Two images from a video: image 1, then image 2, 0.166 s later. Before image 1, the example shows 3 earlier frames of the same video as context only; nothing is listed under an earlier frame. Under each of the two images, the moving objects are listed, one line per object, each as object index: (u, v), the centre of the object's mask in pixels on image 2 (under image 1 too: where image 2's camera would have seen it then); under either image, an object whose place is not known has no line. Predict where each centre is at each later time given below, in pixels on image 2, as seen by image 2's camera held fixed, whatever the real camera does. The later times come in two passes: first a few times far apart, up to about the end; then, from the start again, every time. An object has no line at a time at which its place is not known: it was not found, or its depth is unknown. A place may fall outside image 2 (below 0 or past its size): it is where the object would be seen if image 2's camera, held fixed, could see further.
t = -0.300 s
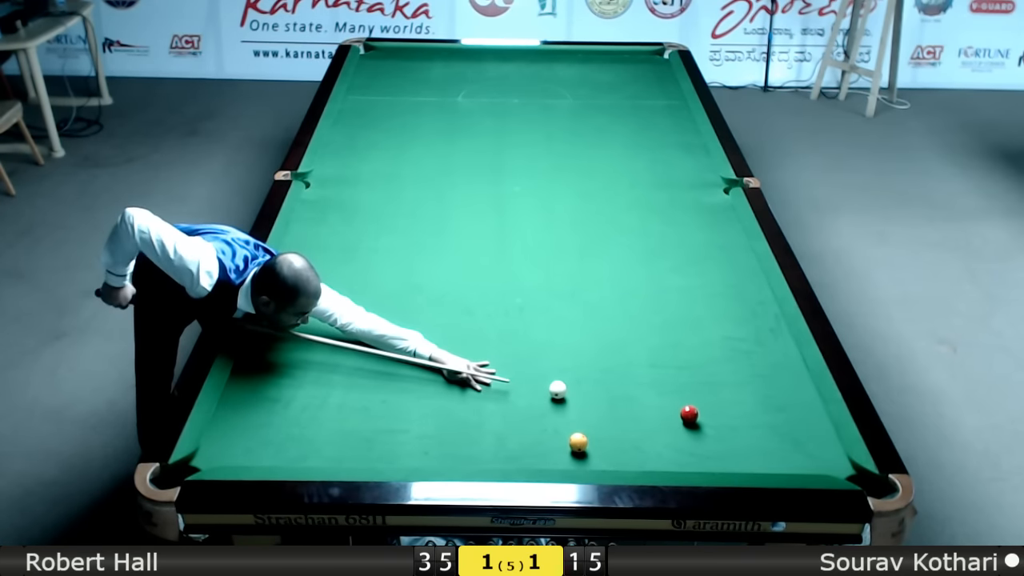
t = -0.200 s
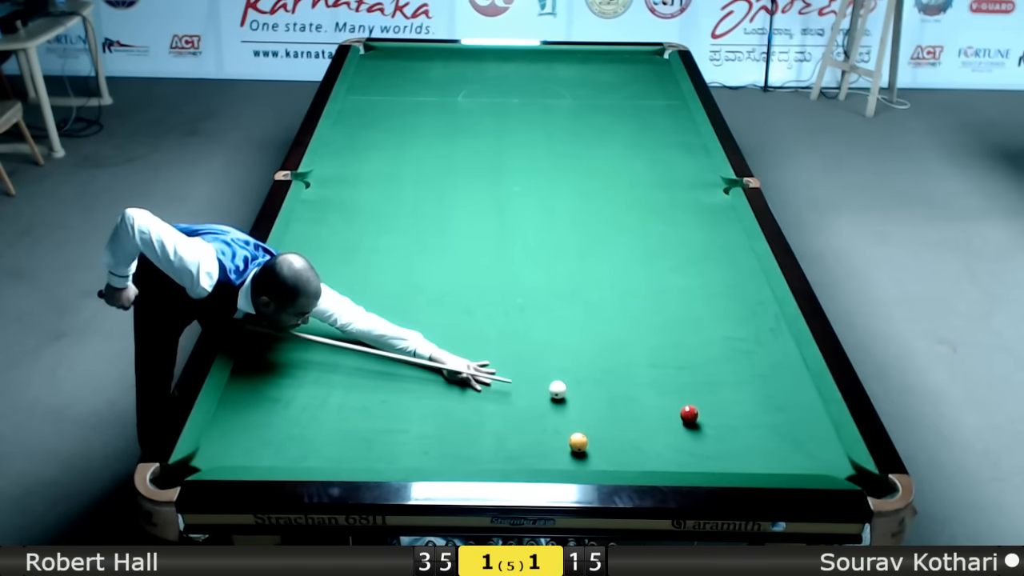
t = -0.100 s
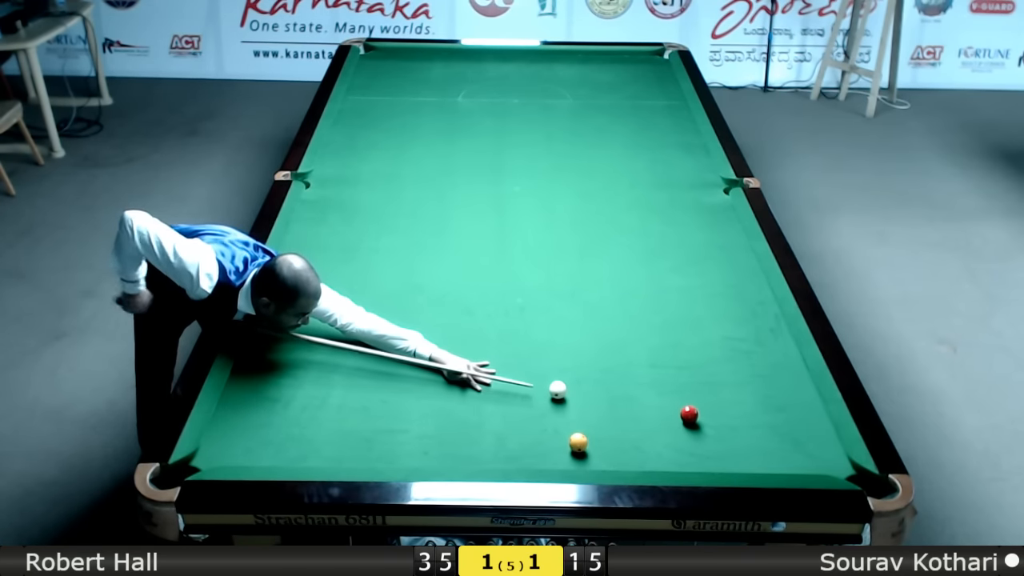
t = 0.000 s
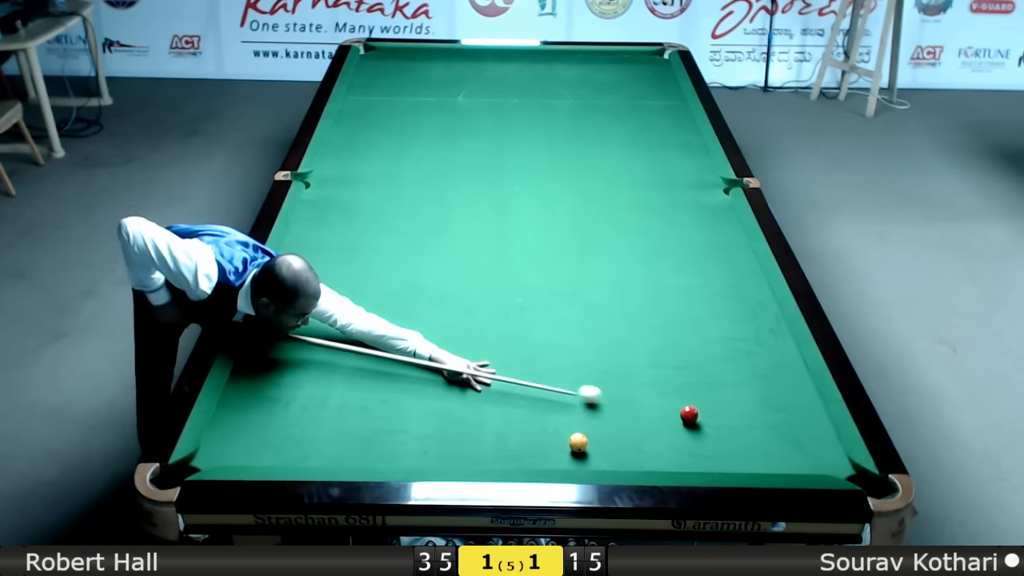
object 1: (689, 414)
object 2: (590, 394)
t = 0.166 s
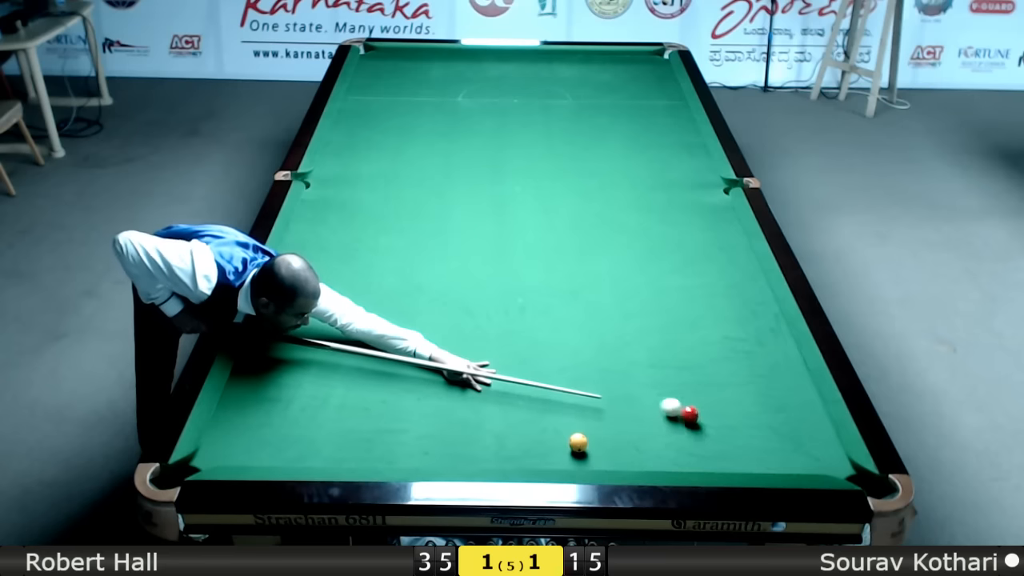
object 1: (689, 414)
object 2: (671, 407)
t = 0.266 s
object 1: (727, 427)
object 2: (683, 402)
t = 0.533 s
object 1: (811, 457)
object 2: (727, 394)
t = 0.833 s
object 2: (773, 385)
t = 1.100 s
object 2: (797, 380)
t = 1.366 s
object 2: (776, 379)
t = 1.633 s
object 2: (756, 378)
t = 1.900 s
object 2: (739, 378)
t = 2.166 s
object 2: (722, 377)
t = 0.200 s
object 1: (702, 418)
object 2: (675, 405)
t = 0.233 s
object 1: (715, 423)
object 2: (678, 403)
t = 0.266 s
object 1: (727, 427)
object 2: (683, 402)
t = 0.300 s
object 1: (738, 431)
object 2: (688, 400)
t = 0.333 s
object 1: (750, 435)
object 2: (693, 399)
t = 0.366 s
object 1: (760, 439)
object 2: (699, 398)
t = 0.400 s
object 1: (770, 443)
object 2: (705, 397)
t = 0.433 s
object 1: (780, 446)
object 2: (710, 396)
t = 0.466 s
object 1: (791, 450)
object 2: (716, 395)
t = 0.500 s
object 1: (801, 453)
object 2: (721, 395)
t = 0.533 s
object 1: (811, 457)
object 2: (727, 394)
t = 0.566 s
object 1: (821, 460)
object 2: (732, 393)
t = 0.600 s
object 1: (831, 465)
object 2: (737, 392)
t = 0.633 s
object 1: (842, 468)
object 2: (743, 391)
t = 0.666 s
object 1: (852, 472)
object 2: (748, 390)
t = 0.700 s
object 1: (860, 478)
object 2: (753, 389)
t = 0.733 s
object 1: (870, 488)
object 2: (758, 388)
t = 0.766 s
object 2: (763, 387)
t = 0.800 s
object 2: (768, 386)
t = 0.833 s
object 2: (773, 385)
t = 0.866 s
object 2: (778, 384)
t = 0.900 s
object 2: (783, 384)
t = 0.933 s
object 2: (788, 383)
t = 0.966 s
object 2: (793, 382)
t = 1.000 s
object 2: (797, 381)
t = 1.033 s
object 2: (802, 380)
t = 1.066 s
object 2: (801, 380)
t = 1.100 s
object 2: (797, 380)
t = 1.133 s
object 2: (794, 380)
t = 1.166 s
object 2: (791, 380)
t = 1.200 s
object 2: (788, 380)
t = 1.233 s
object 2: (786, 380)
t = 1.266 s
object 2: (783, 379)
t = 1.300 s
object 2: (780, 379)
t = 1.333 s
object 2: (778, 379)
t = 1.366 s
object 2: (776, 379)
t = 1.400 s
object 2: (773, 379)
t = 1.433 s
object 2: (770, 379)
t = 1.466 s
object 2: (768, 379)
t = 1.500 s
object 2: (765, 379)
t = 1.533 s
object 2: (763, 379)
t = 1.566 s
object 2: (761, 379)
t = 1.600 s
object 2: (758, 379)
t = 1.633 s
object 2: (756, 378)
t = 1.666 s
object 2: (754, 378)
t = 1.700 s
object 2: (751, 378)
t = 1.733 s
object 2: (749, 378)
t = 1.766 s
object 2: (747, 378)
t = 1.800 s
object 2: (745, 378)
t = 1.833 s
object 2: (743, 378)
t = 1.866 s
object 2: (741, 378)
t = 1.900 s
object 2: (739, 378)
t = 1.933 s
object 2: (736, 378)
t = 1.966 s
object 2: (734, 378)
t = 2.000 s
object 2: (732, 378)
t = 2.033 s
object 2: (730, 377)
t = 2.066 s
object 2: (728, 377)
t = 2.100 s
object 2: (726, 377)
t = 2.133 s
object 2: (725, 377)
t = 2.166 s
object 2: (722, 377)
